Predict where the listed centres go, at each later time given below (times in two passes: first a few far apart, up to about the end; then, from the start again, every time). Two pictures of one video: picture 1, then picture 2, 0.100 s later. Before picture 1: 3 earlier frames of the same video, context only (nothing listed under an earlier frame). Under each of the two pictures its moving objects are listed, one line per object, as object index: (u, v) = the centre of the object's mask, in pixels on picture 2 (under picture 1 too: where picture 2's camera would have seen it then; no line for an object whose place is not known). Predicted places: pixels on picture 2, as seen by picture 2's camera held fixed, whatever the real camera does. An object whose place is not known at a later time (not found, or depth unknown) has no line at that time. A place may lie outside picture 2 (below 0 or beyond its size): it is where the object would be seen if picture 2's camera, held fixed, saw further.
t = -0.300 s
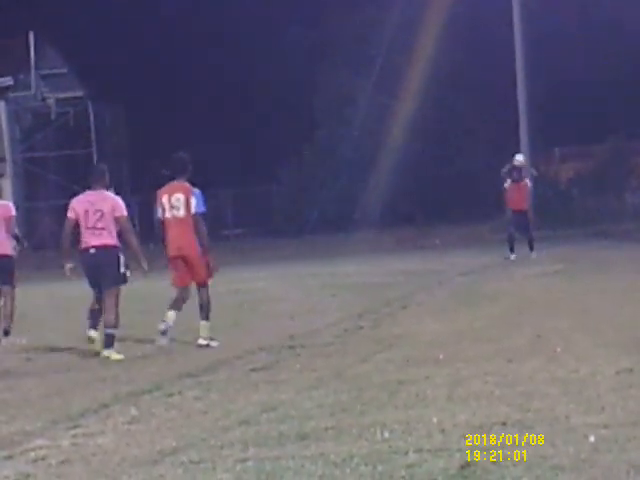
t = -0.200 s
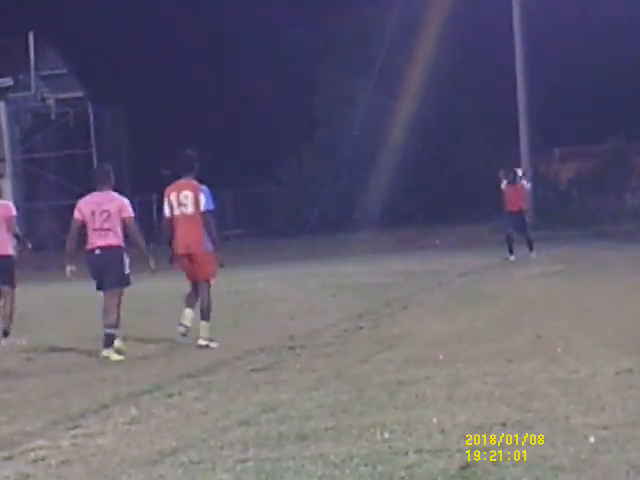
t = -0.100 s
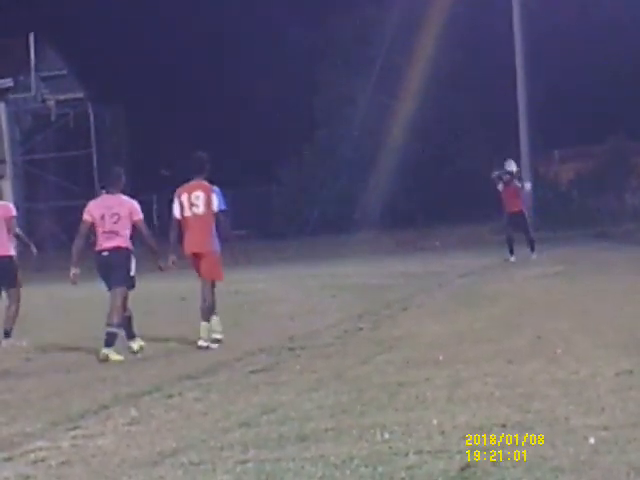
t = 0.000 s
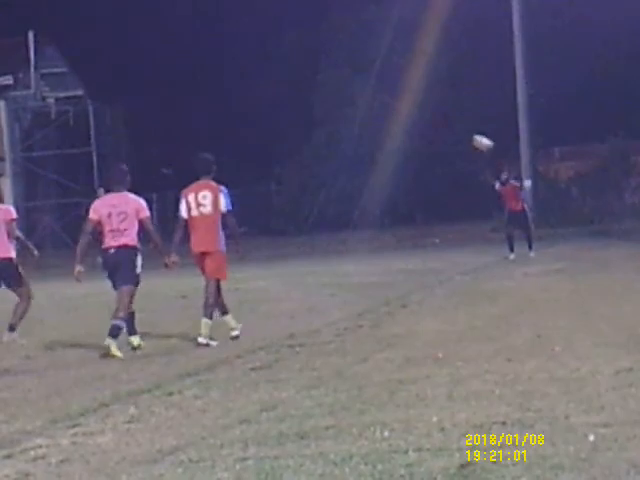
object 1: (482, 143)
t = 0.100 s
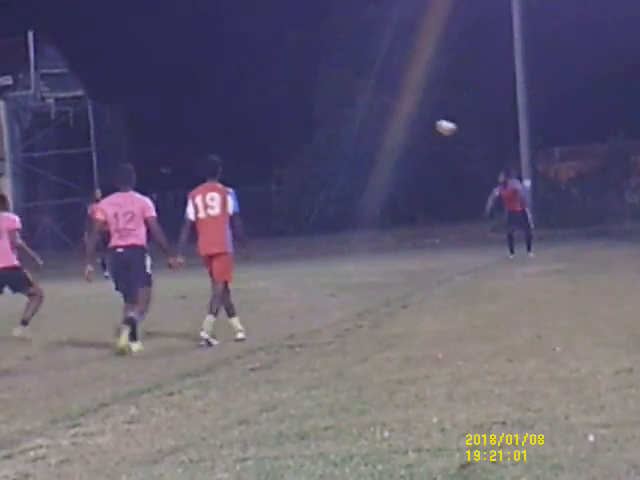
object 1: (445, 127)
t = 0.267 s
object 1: (381, 115)
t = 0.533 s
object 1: (274, 127)
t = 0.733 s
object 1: (188, 169)
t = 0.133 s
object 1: (433, 123)
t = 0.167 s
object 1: (421, 120)
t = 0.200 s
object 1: (407, 117)
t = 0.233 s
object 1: (395, 116)
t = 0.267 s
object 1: (381, 115)
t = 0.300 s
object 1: (370, 114)
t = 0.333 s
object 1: (355, 113)
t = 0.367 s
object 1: (342, 114)
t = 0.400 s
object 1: (329, 115)
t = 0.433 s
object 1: (315, 117)
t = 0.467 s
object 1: (301, 119)
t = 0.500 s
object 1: (287, 122)
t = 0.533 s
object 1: (274, 127)
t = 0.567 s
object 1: (260, 132)
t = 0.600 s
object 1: (246, 138)
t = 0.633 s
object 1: (232, 144)
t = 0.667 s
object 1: (217, 151)
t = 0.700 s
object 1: (202, 160)
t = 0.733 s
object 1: (188, 169)
